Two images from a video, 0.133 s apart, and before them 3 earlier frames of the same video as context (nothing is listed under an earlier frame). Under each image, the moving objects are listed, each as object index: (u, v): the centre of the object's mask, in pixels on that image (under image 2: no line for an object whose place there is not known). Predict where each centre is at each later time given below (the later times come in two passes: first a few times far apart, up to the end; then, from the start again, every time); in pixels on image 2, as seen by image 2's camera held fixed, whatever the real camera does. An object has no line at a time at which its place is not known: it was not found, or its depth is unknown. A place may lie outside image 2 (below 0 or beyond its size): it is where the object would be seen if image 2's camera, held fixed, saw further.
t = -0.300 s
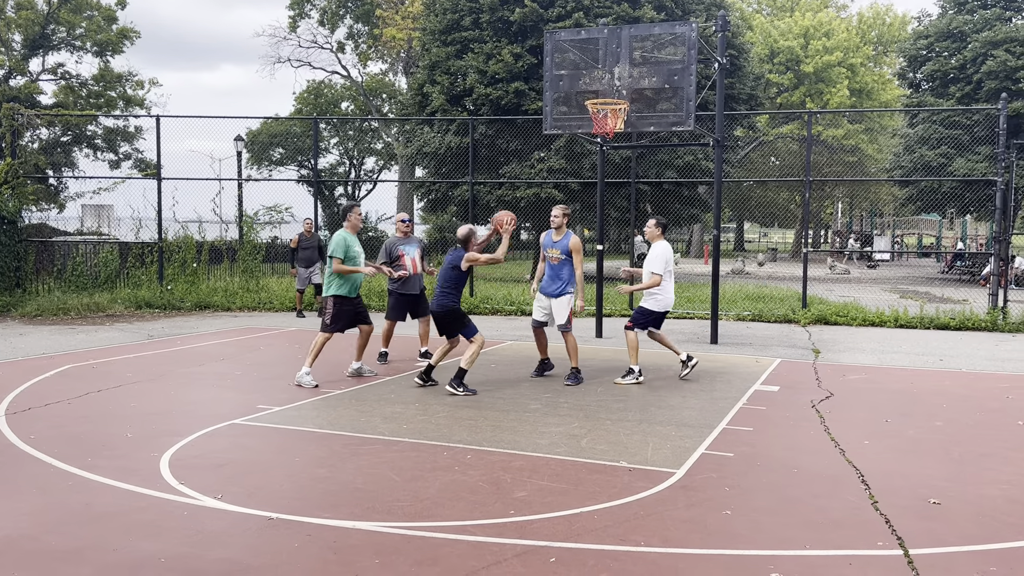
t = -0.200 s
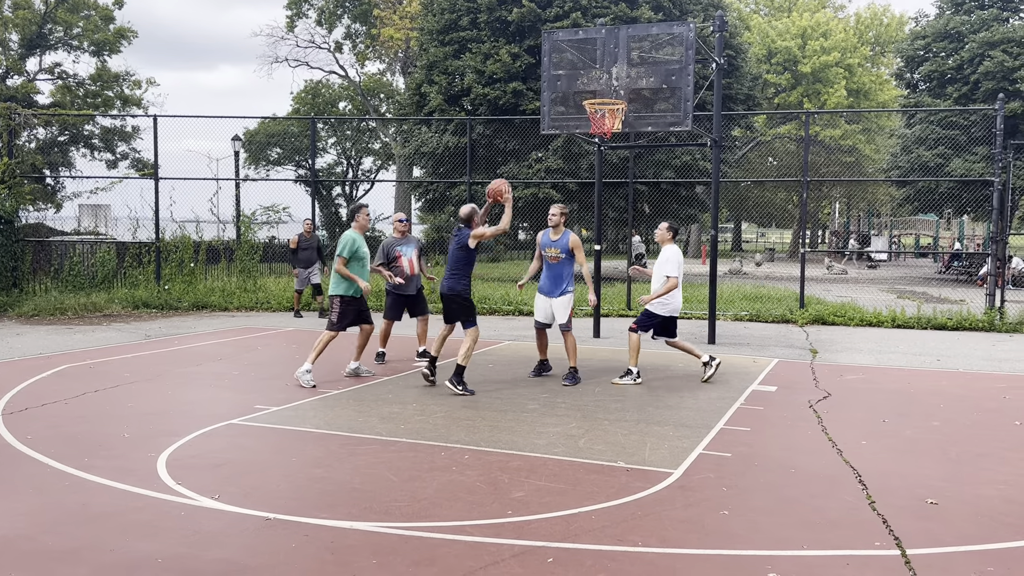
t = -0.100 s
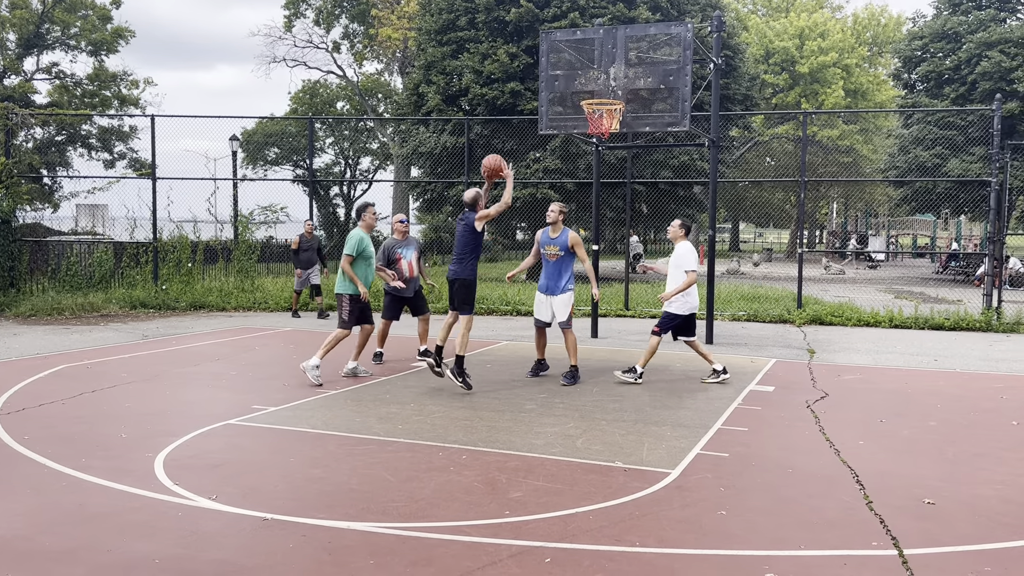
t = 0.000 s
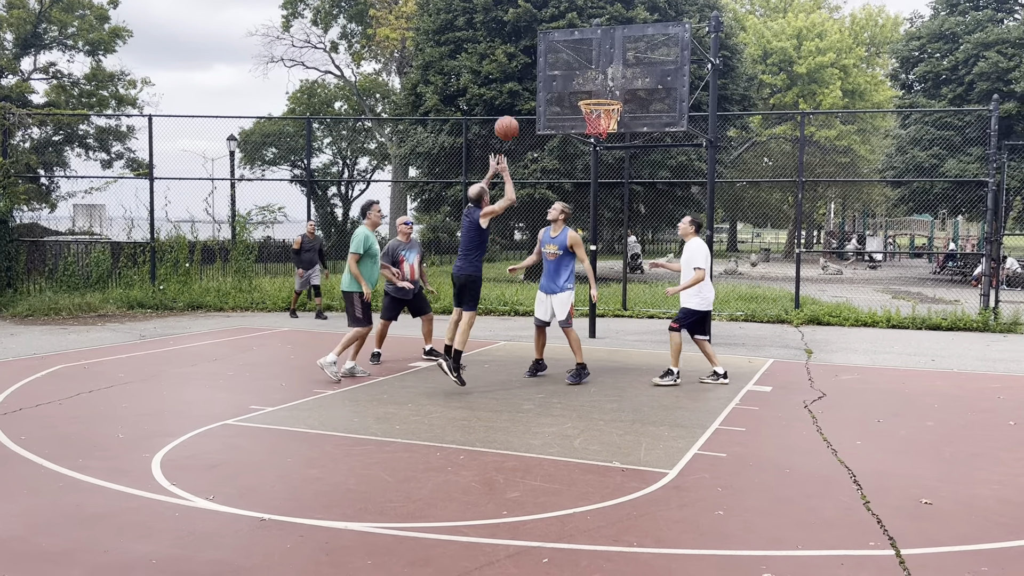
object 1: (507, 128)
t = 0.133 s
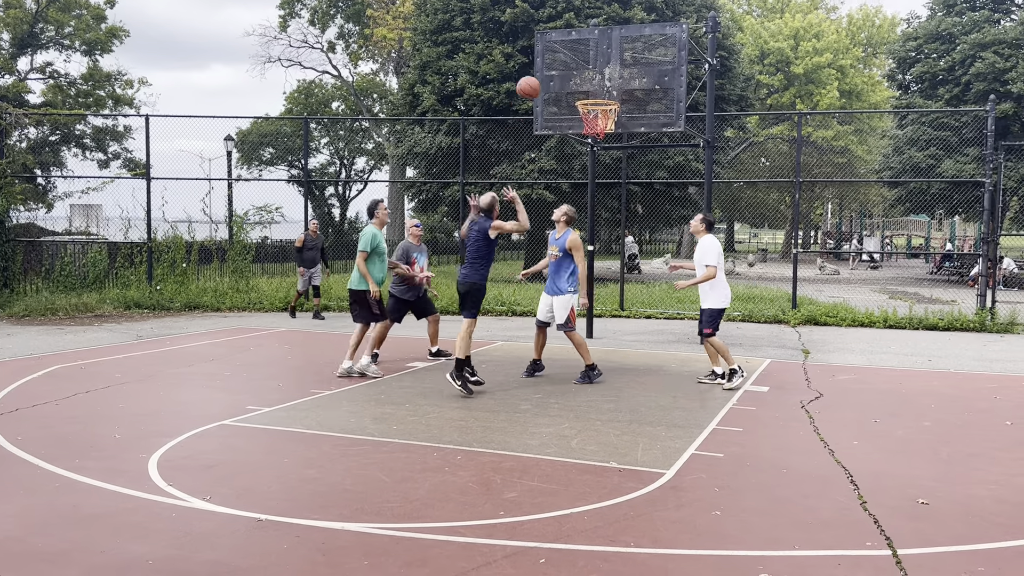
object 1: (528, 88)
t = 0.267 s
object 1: (551, 67)
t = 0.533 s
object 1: (591, 75)
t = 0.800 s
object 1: (594, 116)
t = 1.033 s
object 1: (599, 138)
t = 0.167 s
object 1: (534, 81)
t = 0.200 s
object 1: (540, 75)
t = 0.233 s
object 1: (545, 70)
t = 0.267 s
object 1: (551, 67)
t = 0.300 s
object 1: (556, 64)
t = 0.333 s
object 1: (561, 62)
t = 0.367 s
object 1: (567, 63)
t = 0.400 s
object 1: (572, 63)
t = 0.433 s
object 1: (577, 65)
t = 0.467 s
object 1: (582, 68)
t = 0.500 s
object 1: (587, 71)
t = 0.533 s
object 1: (591, 75)
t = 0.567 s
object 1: (596, 81)
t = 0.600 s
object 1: (600, 87)
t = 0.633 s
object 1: (605, 93)
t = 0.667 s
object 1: (608, 96)
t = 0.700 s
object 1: (601, 106)
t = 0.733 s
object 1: (595, 111)
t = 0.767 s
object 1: (591, 113)
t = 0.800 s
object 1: (594, 116)
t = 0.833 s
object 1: (590, 122)
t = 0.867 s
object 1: (591, 121)
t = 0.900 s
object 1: (592, 123)
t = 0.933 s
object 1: (594, 123)
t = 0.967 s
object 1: (595, 129)
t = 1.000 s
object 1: (598, 132)
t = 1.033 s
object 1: (599, 138)
